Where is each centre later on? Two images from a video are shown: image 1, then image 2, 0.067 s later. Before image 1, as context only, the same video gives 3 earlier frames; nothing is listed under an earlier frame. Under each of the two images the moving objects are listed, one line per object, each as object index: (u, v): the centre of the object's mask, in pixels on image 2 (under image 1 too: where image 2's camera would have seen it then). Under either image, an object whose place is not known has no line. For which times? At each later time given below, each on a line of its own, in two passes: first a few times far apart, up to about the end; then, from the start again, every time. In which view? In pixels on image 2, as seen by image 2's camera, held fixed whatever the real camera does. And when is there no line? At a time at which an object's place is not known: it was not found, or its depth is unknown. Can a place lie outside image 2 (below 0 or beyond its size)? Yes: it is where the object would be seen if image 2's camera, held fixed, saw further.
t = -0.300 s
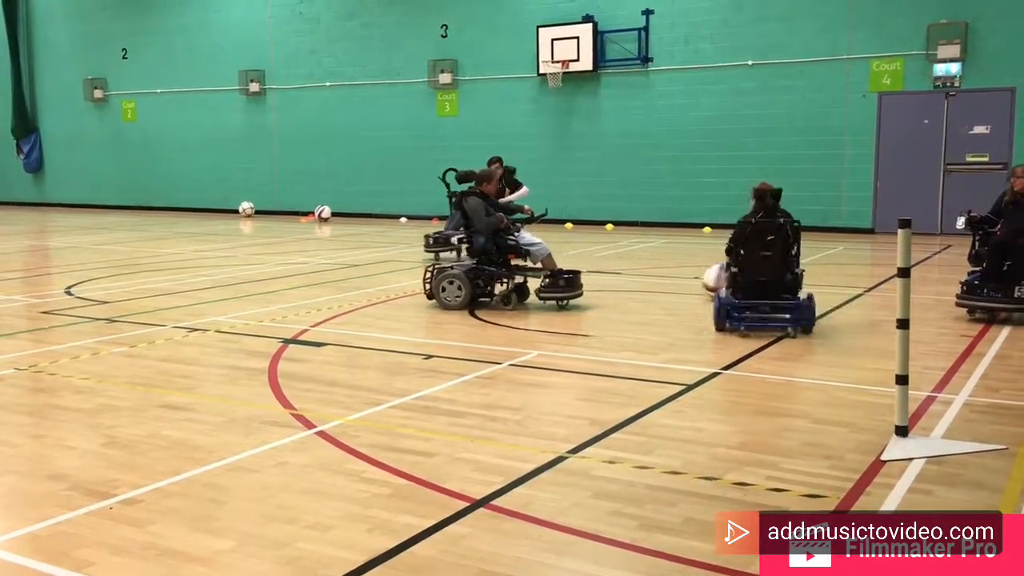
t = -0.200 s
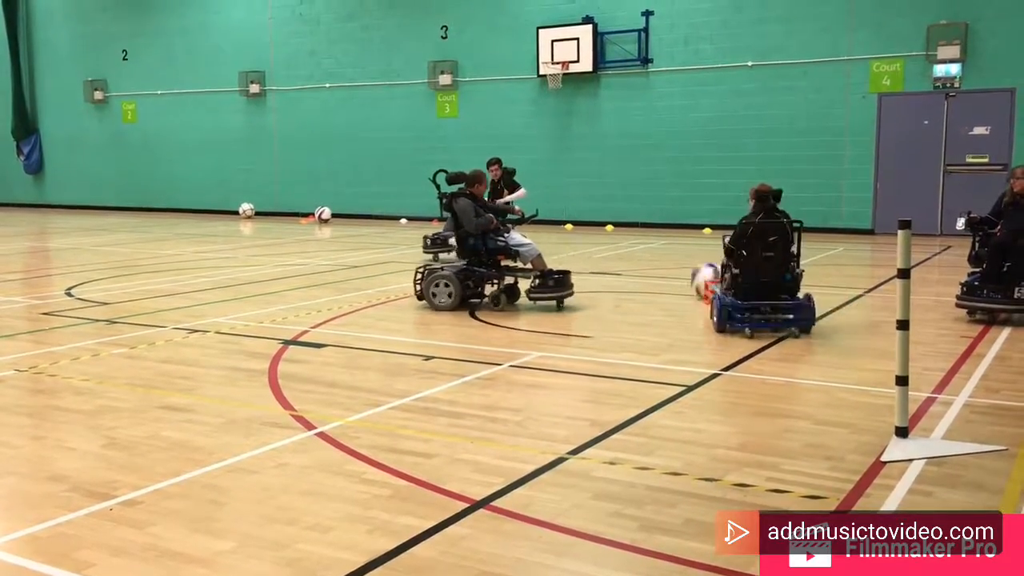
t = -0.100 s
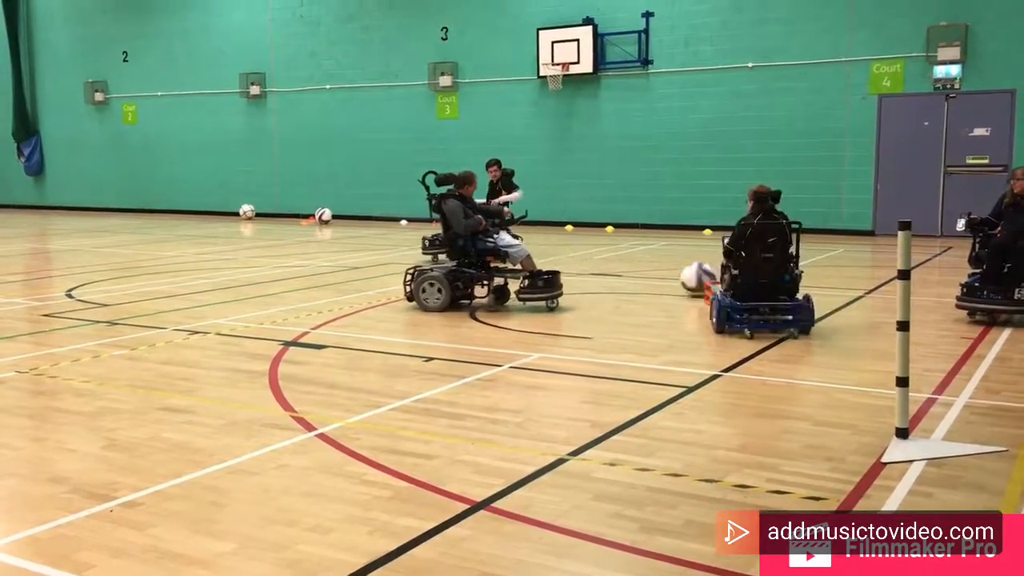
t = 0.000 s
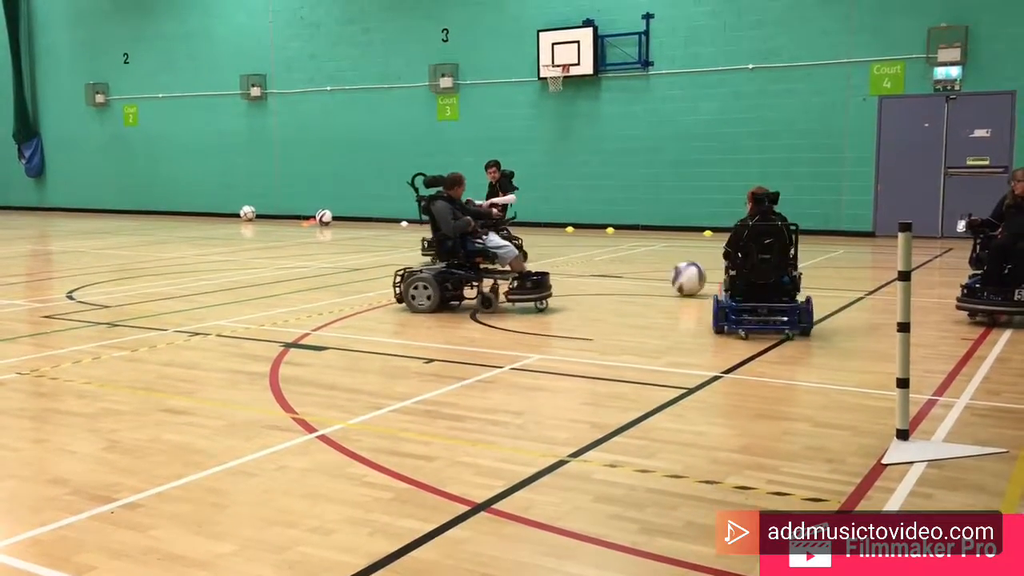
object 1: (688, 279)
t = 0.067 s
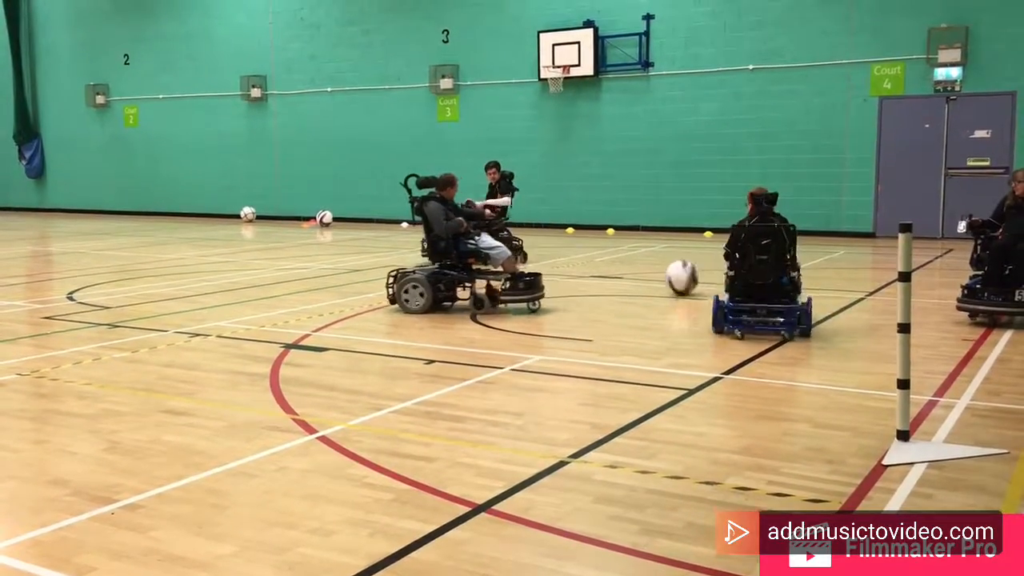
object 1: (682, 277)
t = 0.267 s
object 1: (662, 273)
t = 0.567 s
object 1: (635, 266)
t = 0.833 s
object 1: (612, 264)
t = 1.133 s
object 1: (588, 259)
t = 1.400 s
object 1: (568, 256)
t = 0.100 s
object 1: (678, 277)
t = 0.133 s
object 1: (674, 276)
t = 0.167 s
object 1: (671, 275)
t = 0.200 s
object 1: (668, 275)
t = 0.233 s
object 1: (665, 274)
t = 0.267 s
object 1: (662, 273)
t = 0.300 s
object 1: (658, 273)
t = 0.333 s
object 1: (656, 272)
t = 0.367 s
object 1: (653, 271)
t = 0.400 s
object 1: (650, 271)
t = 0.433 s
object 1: (647, 270)
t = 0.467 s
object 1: (644, 270)
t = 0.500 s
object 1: (641, 269)
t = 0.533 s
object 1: (638, 268)
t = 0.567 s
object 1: (635, 266)
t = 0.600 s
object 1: (632, 267)
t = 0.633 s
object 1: (629, 267)
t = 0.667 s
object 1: (626, 266)
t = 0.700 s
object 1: (623, 266)
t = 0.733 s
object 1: (621, 265)
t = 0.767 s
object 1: (617, 264)
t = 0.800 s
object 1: (615, 264)
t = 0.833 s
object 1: (612, 264)
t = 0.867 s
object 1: (610, 263)
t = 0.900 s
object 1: (607, 263)
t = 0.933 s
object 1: (604, 262)
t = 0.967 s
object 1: (601, 262)
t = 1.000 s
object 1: (599, 261)
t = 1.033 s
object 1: (596, 261)
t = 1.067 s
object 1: (593, 260)
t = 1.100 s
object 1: (591, 260)
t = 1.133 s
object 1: (588, 259)
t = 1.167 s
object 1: (586, 259)
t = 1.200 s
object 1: (583, 259)
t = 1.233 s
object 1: (581, 257)
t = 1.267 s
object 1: (578, 257)
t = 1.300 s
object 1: (575, 257)
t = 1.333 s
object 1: (573, 257)
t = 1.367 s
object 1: (571, 256)
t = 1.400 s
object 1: (568, 256)
